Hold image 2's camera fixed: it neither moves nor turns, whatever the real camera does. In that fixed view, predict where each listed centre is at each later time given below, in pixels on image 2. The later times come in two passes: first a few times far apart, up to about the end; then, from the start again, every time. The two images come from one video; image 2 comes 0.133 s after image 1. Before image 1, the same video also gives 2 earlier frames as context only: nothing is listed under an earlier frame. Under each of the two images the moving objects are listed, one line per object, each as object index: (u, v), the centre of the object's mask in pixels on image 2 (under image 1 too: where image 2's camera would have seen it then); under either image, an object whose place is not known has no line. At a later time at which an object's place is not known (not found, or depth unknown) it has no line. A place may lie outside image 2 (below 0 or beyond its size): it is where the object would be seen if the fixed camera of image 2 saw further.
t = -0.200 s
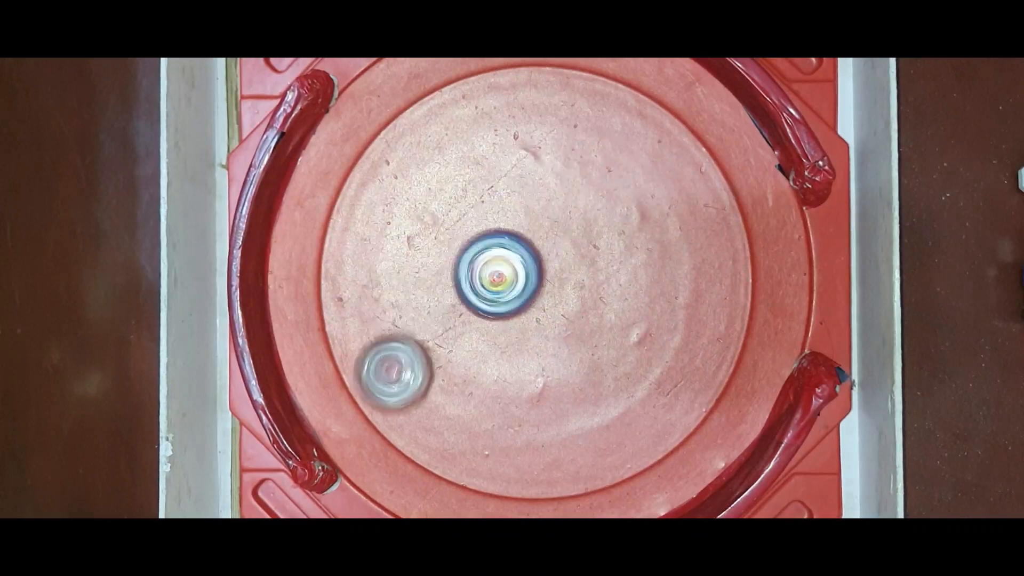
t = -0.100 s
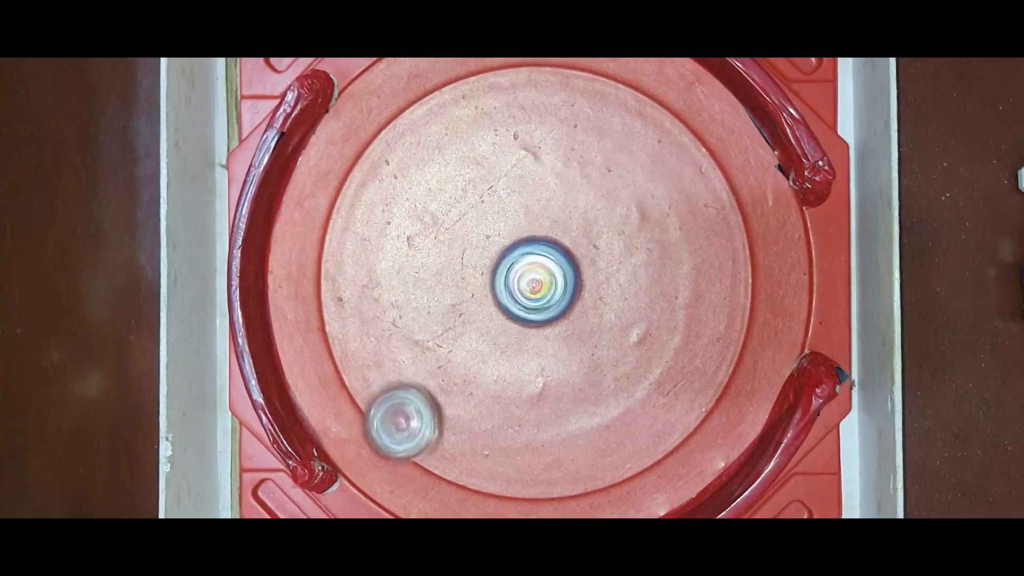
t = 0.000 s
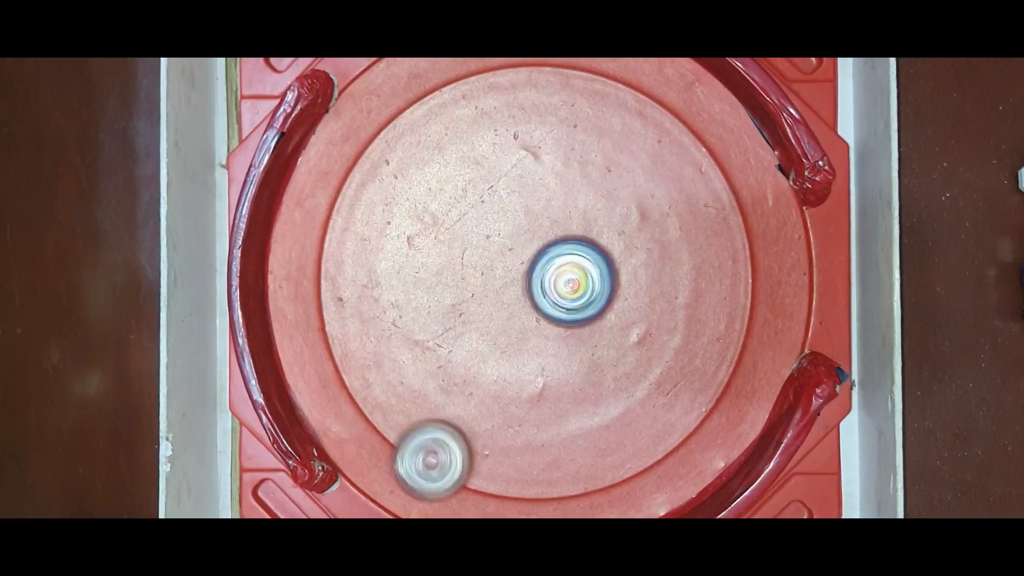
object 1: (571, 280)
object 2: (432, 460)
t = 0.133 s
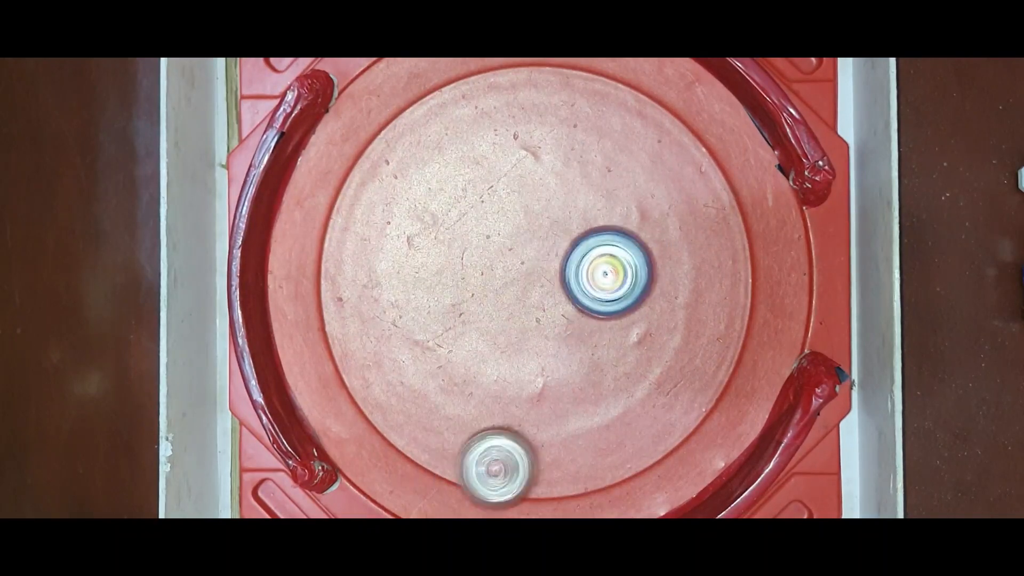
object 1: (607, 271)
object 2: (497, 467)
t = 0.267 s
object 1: (624, 256)
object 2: (555, 424)
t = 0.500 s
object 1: (606, 217)
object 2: (583, 339)
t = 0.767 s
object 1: (525, 184)
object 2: (528, 310)
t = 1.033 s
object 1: (460, 230)
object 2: (466, 357)
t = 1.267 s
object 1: (454, 288)
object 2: (500, 402)
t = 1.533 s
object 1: (488, 258)
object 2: (591, 424)
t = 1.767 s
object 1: (511, 216)
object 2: (641, 361)
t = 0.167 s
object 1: (614, 268)
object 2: (513, 461)
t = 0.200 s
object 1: (619, 264)
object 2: (529, 449)
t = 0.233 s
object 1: (623, 260)
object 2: (543, 438)
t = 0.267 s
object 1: (624, 256)
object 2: (555, 424)
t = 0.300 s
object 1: (624, 252)
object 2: (566, 409)
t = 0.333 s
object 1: (622, 248)
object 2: (573, 391)
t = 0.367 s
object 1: (620, 245)
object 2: (582, 375)
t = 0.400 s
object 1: (615, 243)
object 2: (588, 357)
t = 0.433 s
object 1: (610, 243)
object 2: (592, 339)
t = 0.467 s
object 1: (607, 233)
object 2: (591, 333)
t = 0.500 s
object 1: (606, 217)
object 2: (583, 339)
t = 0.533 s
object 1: (601, 204)
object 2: (577, 339)
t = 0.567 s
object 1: (593, 194)
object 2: (572, 336)
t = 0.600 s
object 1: (583, 187)
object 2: (568, 331)
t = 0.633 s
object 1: (573, 183)
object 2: (562, 324)
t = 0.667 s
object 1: (561, 179)
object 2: (555, 318)
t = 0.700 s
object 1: (549, 179)
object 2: (547, 314)
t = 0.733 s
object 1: (537, 181)
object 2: (537, 312)
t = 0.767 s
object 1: (525, 184)
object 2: (528, 310)
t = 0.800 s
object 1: (514, 189)
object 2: (518, 309)
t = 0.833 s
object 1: (502, 196)
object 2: (508, 308)
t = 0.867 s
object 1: (491, 206)
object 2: (499, 308)
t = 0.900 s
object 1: (483, 216)
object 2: (489, 309)
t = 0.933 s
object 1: (476, 220)
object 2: (481, 317)
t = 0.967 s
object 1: (471, 221)
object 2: (474, 331)
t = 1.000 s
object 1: (465, 225)
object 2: (470, 345)
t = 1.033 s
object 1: (460, 230)
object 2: (466, 357)
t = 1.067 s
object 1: (454, 236)
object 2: (465, 368)
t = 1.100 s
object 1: (450, 244)
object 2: (467, 379)
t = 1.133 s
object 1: (448, 252)
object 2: (471, 388)
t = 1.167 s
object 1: (447, 262)
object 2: (477, 395)
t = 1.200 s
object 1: (448, 271)
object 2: (484, 401)
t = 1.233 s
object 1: (451, 280)
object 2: (492, 403)
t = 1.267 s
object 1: (454, 288)
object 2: (500, 402)
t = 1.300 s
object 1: (459, 297)
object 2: (509, 399)
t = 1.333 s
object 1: (465, 304)
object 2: (519, 392)
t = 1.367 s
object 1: (472, 310)
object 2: (526, 385)
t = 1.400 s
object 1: (476, 296)
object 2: (541, 401)
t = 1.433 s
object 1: (480, 283)
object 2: (554, 413)
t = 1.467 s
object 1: (482, 275)
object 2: (567, 418)
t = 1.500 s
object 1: (484, 267)
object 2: (579, 423)
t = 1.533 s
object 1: (488, 258)
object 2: (591, 424)
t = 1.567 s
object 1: (491, 250)
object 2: (604, 424)
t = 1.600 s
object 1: (493, 243)
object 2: (616, 419)
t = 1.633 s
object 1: (497, 237)
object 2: (627, 412)
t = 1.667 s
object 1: (501, 231)
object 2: (635, 401)
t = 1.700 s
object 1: (505, 225)
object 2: (641, 388)
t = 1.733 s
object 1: (508, 220)
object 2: (642, 375)
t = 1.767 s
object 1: (511, 216)
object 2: (641, 361)
